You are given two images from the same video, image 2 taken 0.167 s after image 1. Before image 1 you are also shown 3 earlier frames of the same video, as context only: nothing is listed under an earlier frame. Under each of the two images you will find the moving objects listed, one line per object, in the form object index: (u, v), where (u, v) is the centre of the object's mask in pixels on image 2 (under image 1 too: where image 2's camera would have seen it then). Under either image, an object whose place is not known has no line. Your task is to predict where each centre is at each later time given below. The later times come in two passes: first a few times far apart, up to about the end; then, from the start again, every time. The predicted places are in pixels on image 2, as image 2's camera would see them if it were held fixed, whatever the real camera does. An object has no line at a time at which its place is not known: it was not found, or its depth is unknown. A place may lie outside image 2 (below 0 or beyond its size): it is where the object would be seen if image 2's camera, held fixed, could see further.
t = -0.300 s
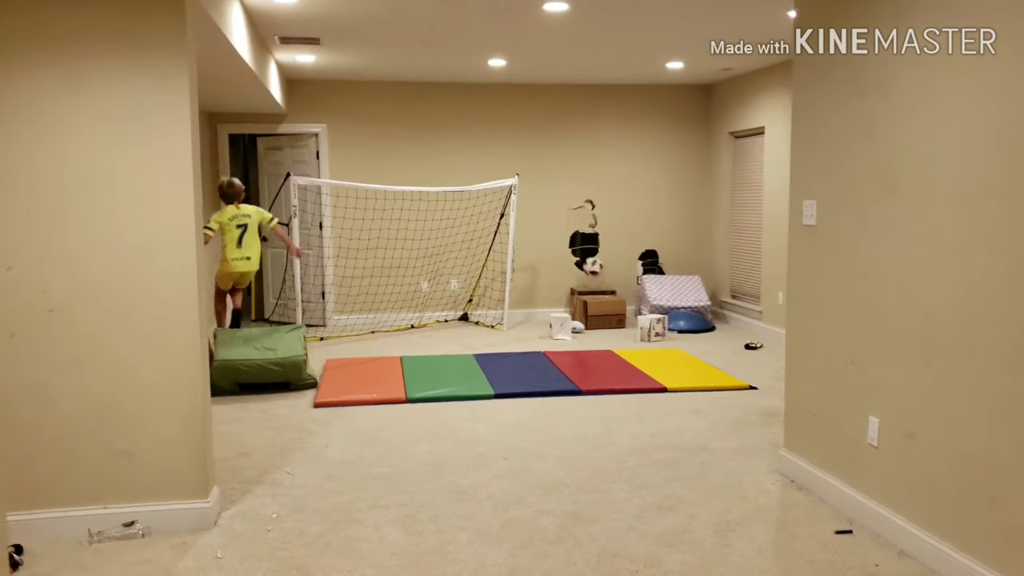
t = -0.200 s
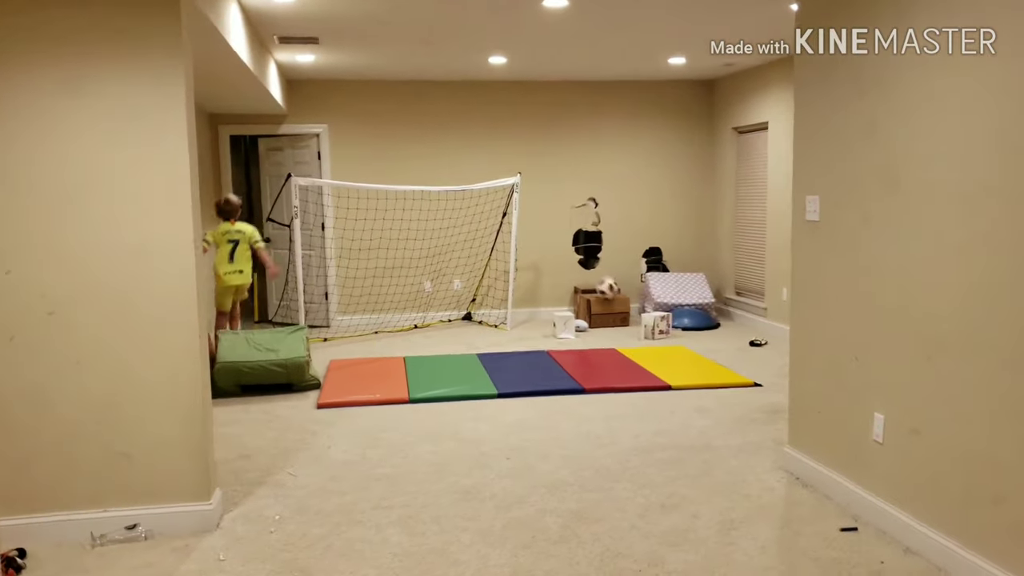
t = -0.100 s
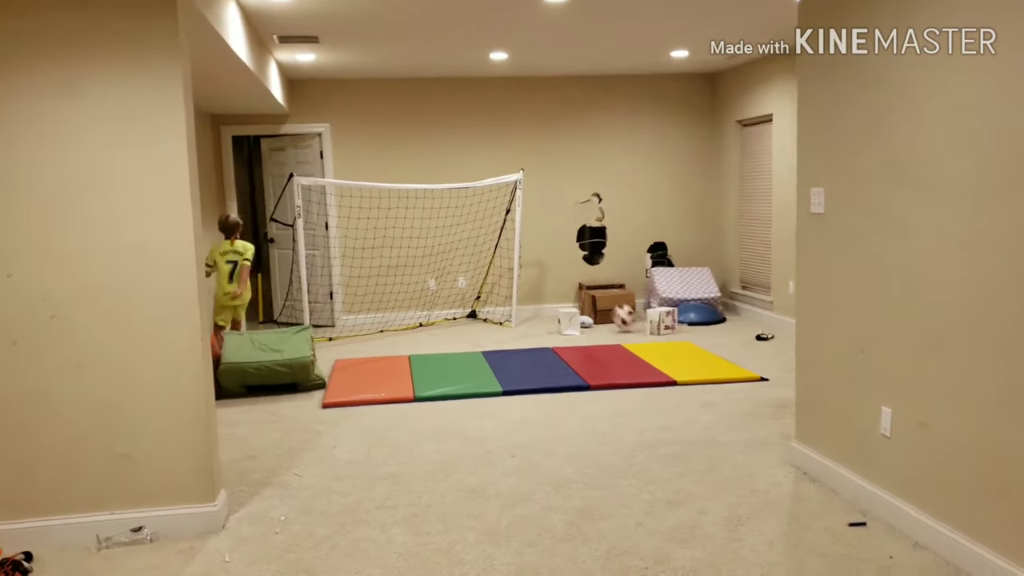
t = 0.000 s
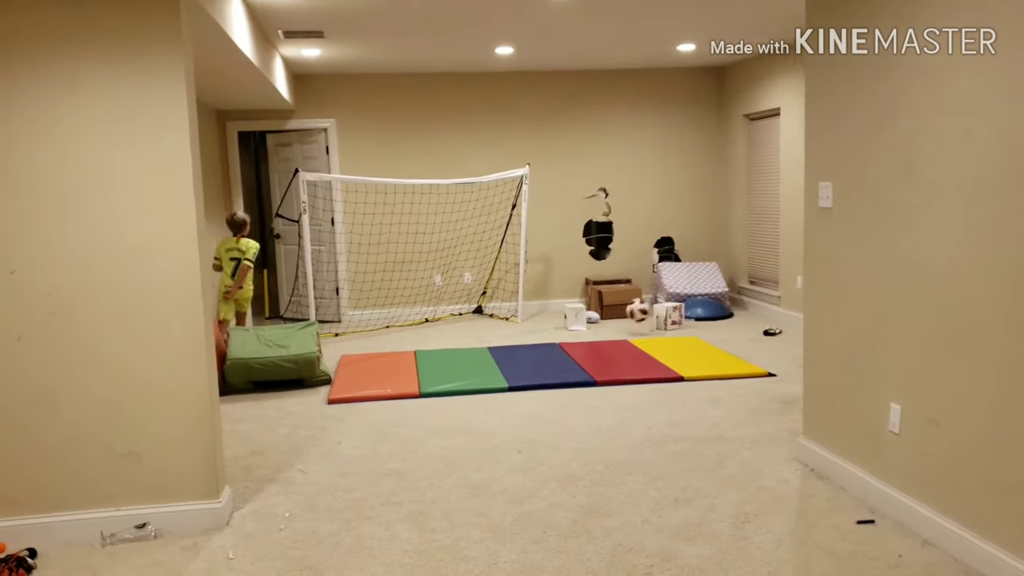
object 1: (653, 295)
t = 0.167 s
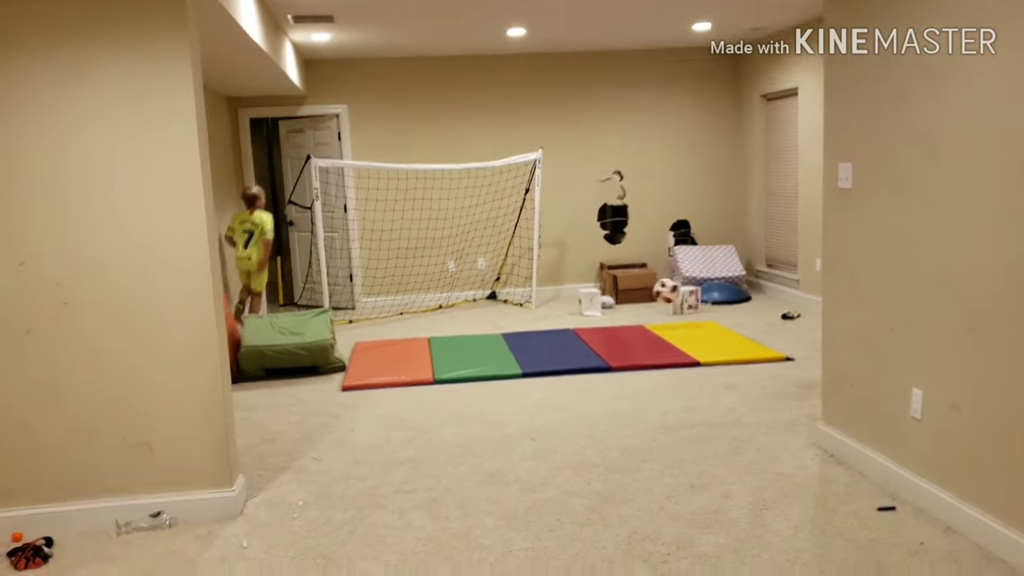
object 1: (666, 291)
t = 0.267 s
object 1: (675, 304)
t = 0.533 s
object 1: (696, 328)
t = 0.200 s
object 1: (669, 294)
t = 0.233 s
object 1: (672, 300)
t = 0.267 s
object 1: (675, 304)
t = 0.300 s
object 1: (678, 312)
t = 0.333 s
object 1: (682, 322)
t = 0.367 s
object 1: (685, 328)
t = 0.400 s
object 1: (687, 325)
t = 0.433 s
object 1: (689, 324)
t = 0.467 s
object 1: (692, 324)
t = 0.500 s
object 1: (694, 325)
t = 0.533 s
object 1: (696, 328)
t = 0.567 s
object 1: (699, 333)
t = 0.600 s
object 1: (702, 340)
